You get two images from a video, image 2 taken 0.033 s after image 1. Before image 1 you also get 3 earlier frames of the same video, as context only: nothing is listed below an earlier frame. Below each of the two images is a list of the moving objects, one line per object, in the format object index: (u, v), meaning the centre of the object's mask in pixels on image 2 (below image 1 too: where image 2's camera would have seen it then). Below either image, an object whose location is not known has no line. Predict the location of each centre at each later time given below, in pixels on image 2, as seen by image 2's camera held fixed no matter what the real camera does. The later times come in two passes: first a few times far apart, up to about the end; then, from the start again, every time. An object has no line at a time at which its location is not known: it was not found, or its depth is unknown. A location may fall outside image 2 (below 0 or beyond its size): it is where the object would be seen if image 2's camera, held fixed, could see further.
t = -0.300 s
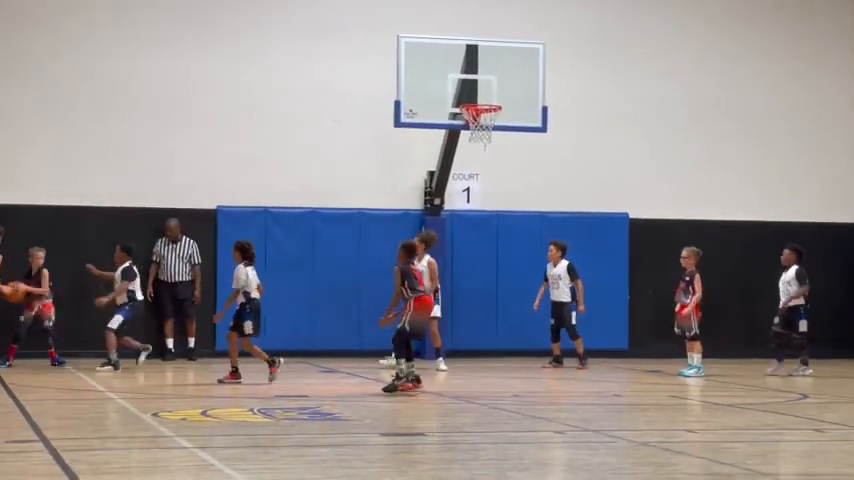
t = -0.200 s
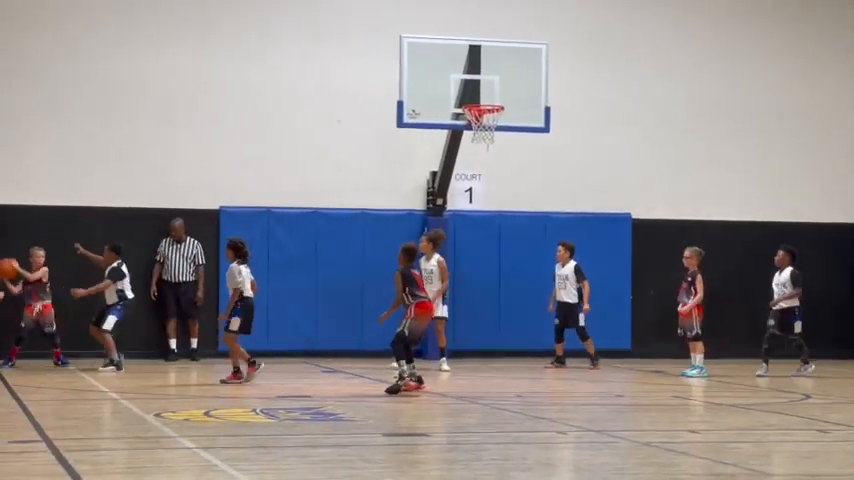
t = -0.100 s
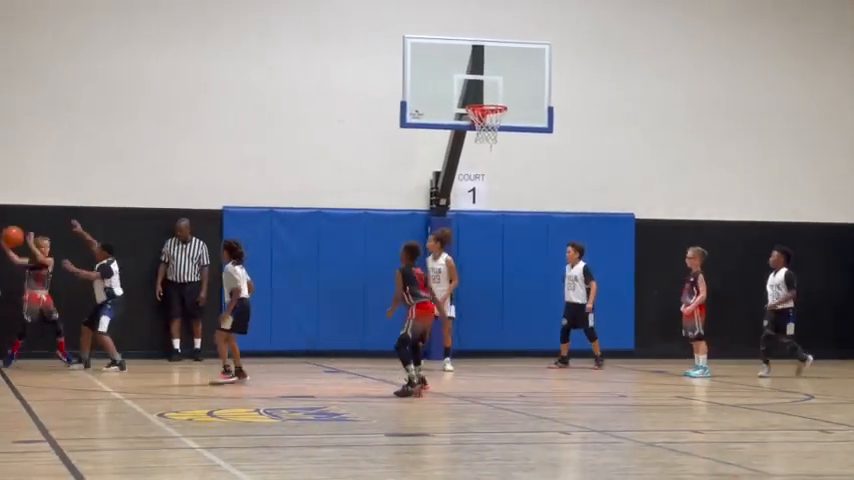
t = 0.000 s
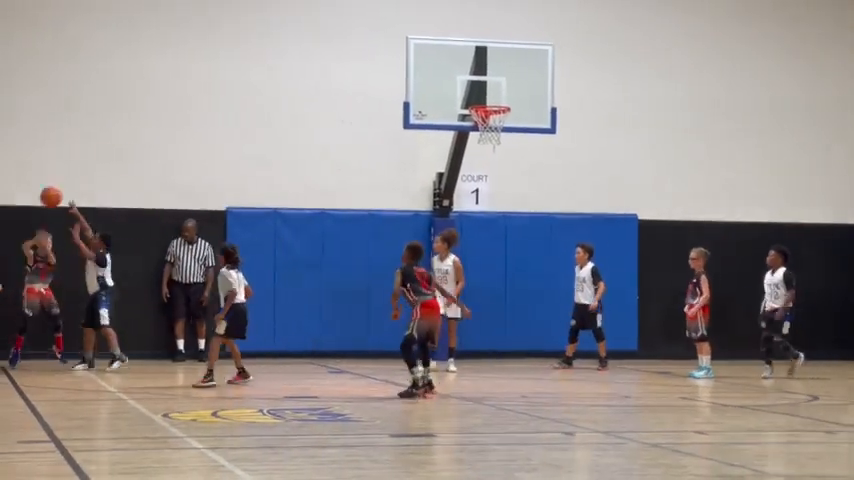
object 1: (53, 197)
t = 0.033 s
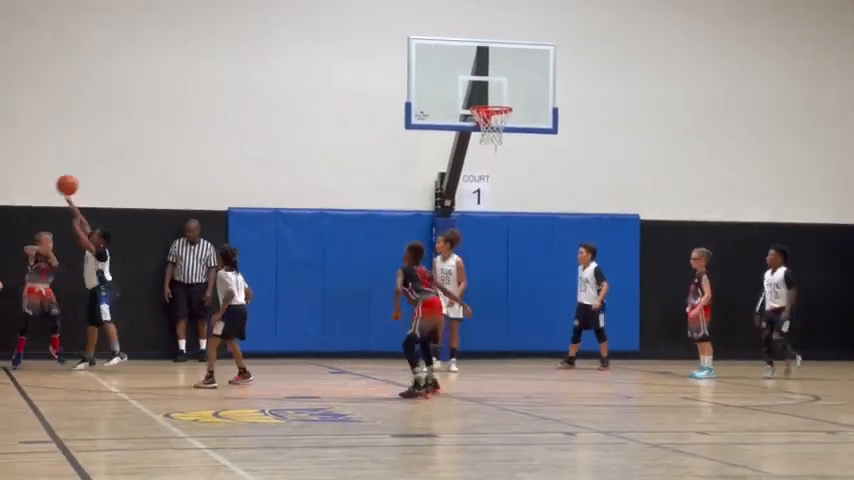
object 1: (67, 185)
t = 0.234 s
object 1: (157, 133)
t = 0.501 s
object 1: (287, 118)
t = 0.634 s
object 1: (356, 136)
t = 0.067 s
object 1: (80, 174)
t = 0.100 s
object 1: (95, 164)
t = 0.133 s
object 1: (110, 155)
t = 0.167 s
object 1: (126, 147)
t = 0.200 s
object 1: (141, 139)
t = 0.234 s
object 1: (157, 133)
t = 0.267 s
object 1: (172, 127)
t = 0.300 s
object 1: (187, 123)
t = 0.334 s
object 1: (203, 120)
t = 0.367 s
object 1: (220, 117)
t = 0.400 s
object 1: (236, 116)
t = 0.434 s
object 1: (253, 116)
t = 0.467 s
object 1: (270, 116)
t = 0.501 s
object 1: (287, 118)
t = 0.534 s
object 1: (303, 121)
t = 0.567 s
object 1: (320, 125)
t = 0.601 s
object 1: (338, 130)
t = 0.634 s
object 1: (356, 136)
